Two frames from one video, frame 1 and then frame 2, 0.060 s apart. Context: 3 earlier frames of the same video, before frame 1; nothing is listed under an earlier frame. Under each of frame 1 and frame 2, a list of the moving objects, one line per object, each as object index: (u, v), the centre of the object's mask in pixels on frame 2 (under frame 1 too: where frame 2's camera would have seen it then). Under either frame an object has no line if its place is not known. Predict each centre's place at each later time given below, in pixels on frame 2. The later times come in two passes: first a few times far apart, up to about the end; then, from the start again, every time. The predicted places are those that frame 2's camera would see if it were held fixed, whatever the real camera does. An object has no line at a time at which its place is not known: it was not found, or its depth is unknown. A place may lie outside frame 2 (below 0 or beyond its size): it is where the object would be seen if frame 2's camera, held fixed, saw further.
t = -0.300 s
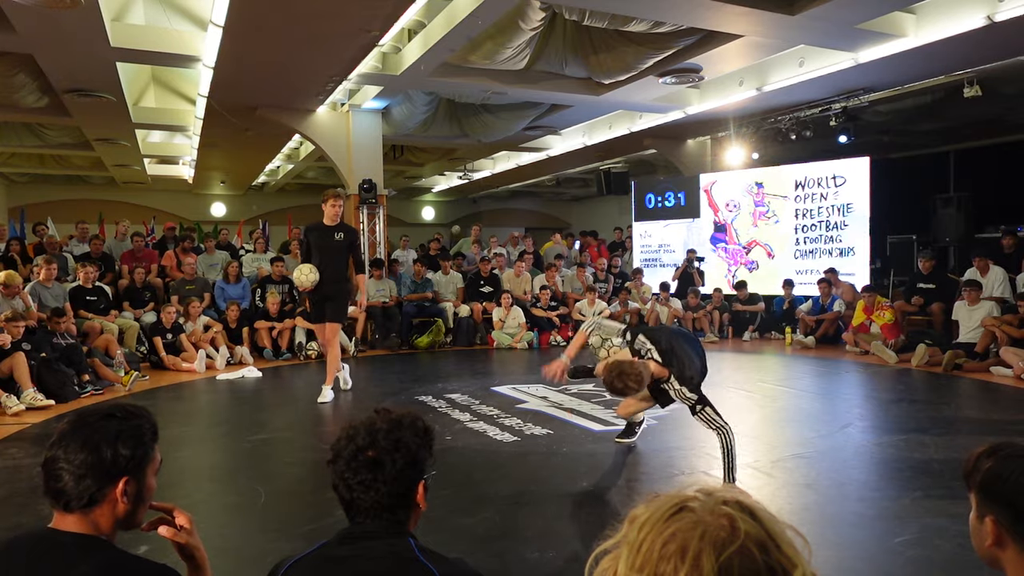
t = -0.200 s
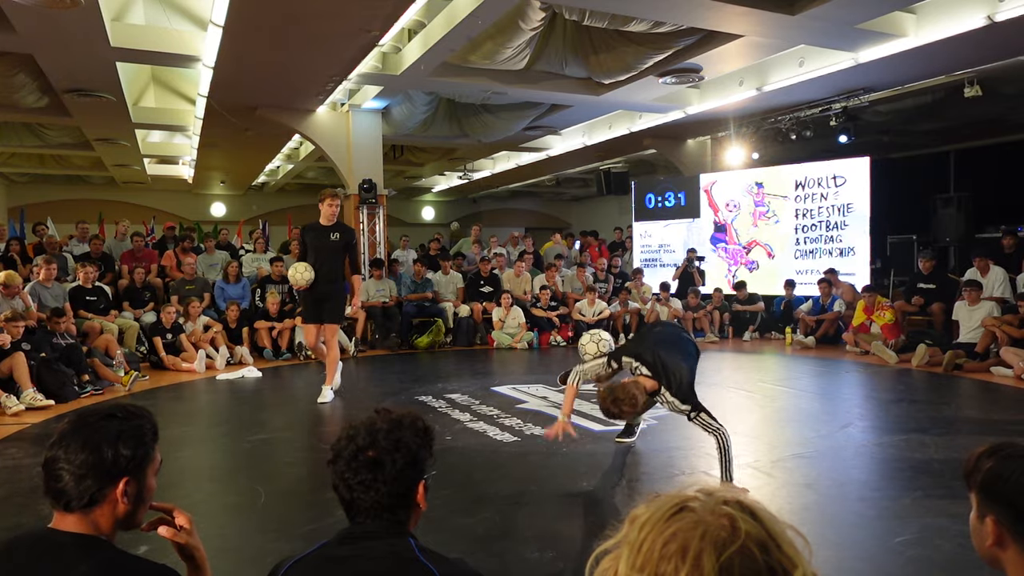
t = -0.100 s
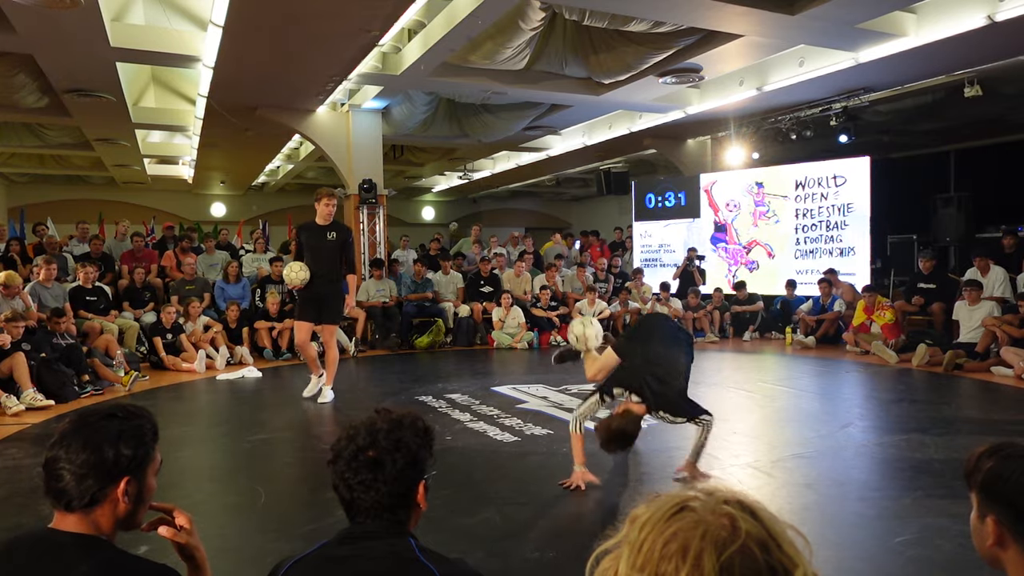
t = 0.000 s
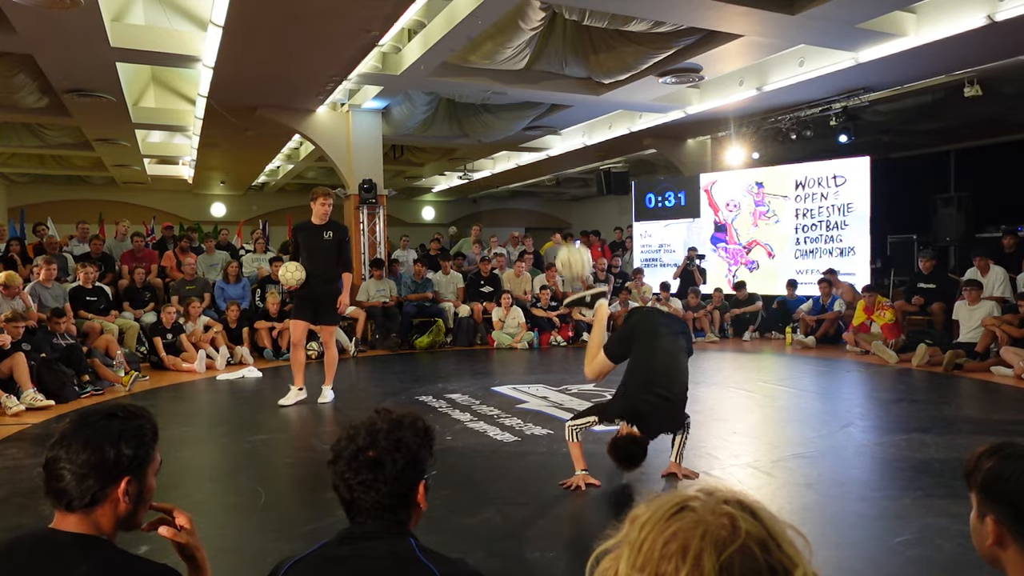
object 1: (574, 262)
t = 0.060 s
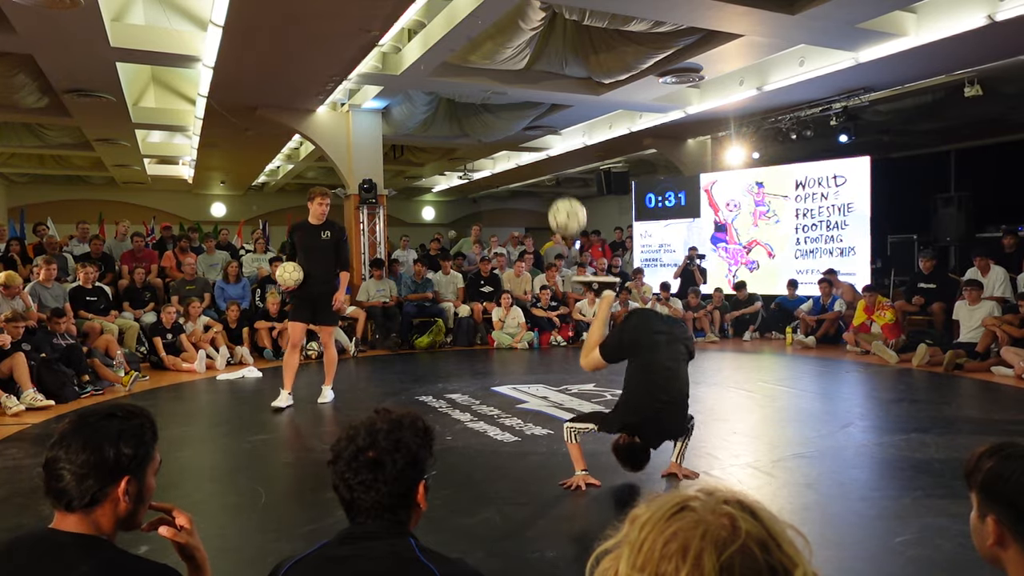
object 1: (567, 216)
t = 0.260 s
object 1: (544, 98)
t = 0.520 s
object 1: (510, 32)
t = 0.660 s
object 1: (490, 50)
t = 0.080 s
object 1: (565, 203)
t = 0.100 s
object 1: (563, 190)
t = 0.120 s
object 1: (561, 177)
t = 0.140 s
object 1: (559, 166)
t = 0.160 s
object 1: (556, 152)
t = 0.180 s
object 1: (554, 140)
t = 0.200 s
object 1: (550, 128)
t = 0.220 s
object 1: (549, 117)
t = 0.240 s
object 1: (547, 108)
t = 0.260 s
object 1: (544, 98)
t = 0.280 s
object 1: (542, 90)
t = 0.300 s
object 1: (539, 81)
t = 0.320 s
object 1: (537, 74)
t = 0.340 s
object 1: (535, 67)
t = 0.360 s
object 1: (532, 61)
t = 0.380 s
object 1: (530, 55)
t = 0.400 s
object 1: (527, 49)
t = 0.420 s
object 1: (524, 45)
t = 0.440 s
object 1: (522, 41)
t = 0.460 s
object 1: (519, 37)
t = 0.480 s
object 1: (516, 35)
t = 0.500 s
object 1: (513, 33)
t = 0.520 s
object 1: (510, 32)
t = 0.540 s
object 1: (507, 32)
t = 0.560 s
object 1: (504, 33)
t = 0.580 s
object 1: (502, 35)
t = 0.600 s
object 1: (498, 37)
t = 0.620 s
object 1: (495, 41)
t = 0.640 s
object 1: (492, 45)
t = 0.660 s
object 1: (490, 50)
